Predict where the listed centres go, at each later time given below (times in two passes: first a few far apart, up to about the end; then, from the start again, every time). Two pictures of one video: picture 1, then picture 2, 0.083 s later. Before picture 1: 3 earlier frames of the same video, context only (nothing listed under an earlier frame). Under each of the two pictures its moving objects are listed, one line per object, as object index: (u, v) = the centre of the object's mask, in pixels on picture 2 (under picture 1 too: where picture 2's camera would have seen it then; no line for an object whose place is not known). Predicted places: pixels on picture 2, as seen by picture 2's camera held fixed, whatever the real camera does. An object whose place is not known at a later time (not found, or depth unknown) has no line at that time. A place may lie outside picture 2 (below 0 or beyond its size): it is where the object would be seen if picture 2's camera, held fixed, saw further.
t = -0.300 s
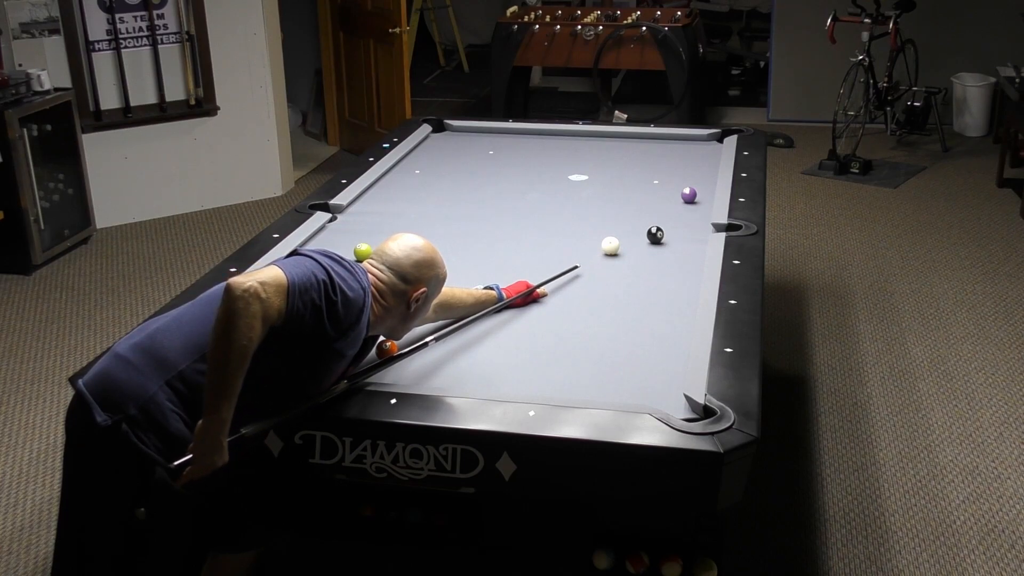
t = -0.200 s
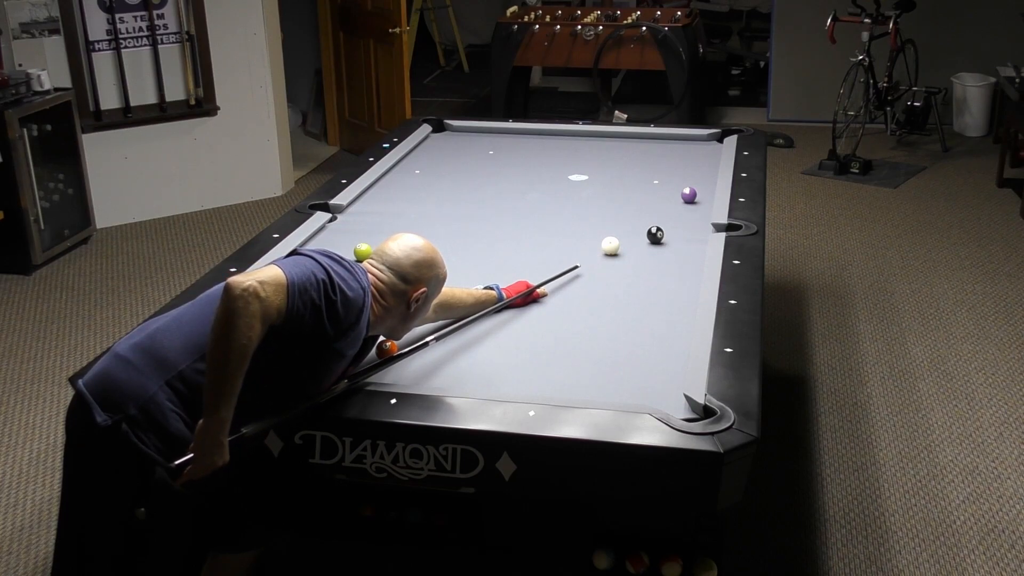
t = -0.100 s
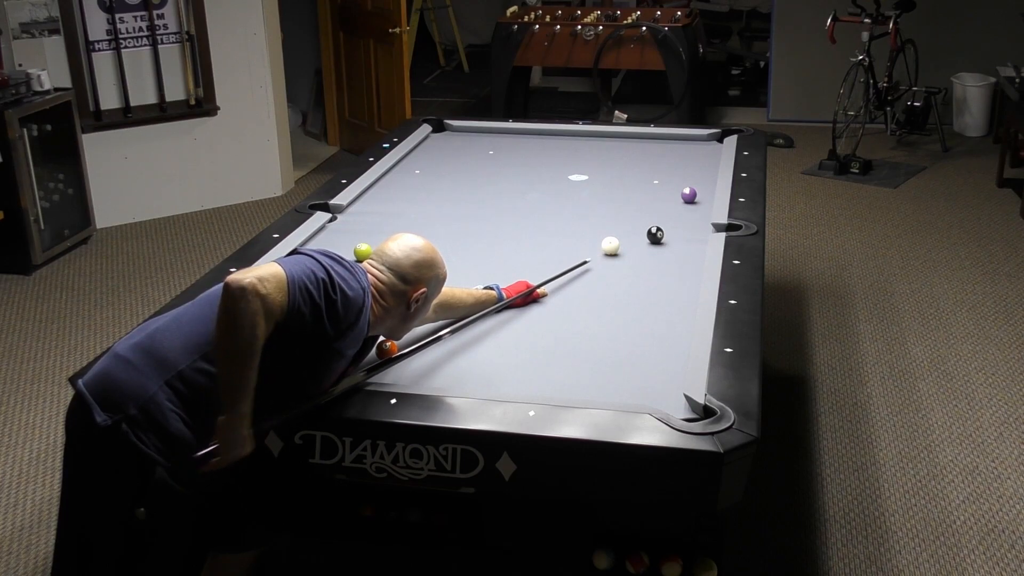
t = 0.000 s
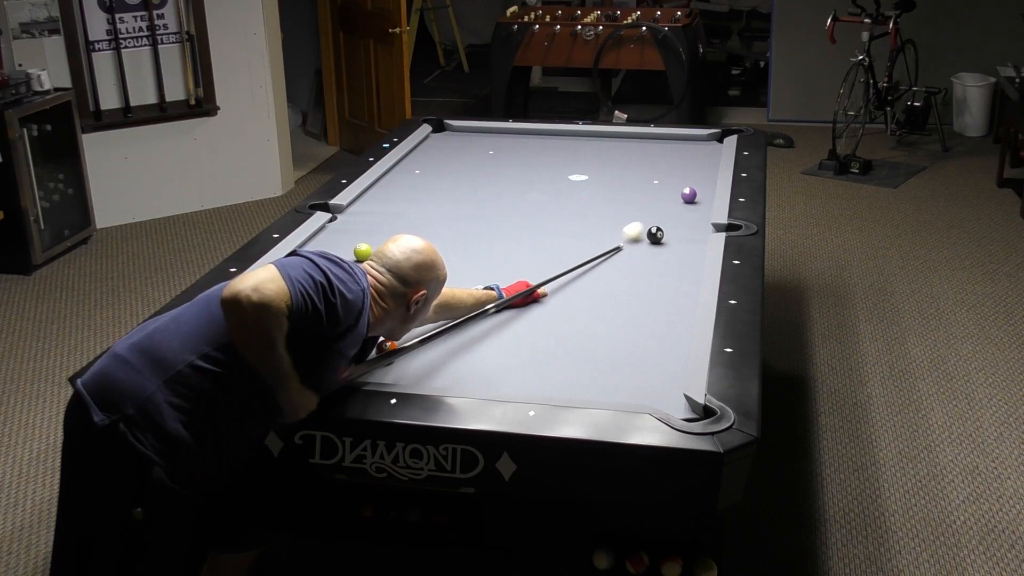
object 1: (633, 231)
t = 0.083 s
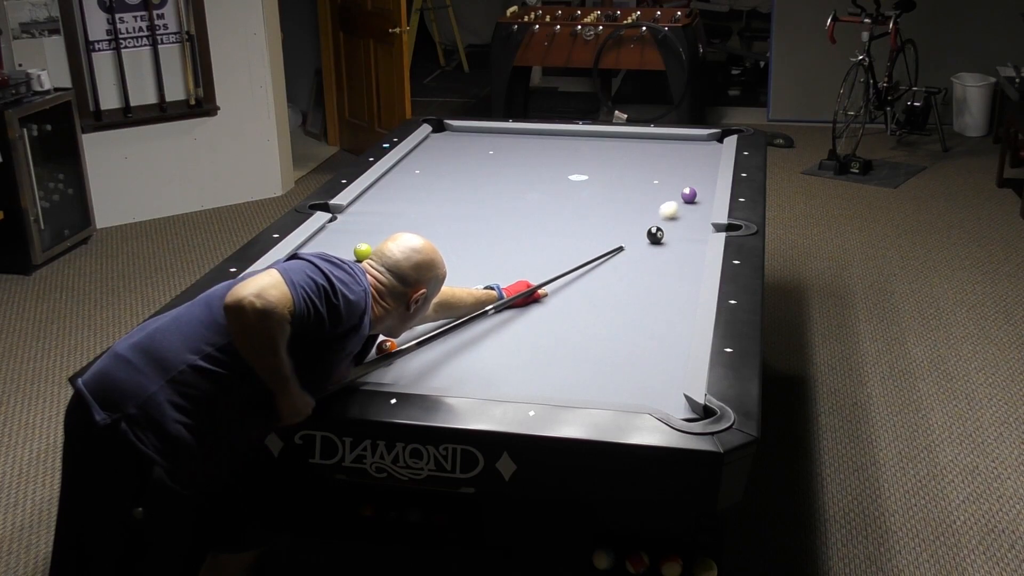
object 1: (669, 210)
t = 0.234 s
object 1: (703, 201)
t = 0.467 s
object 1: (667, 206)
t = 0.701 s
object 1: (634, 212)
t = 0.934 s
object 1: (600, 218)
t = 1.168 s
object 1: (567, 224)
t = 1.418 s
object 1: (532, 230)
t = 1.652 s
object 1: (499, 236)
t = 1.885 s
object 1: (467, 242)
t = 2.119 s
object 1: (435, 248)
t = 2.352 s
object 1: (404, 253)
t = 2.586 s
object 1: (373, 259)
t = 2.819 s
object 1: (344, 264)
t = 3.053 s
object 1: (314, 270)
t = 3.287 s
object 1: (286, 275)
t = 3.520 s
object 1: (272, 280)
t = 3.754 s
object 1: (278, 285)
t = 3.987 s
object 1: (283, 289)
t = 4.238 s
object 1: (288, 293)
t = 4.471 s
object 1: (293, 297)
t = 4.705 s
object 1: (297, 300)
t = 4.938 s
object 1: (300, 302)
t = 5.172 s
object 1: (303, 304)
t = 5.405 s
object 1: (305, 306)
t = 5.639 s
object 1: (306, 307)
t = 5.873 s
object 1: (307, 307)
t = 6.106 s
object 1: (307, 308)
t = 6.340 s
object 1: (307, 308)
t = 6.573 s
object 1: (307, 308)
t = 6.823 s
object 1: (307, 307)
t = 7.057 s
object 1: (307, 308)
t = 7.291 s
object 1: (307, 308)
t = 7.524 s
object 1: (307, 307)
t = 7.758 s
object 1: (307, 308)
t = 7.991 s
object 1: (307, 308)
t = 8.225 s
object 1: (307, 308)
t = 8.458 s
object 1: (307, 308)
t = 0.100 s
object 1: (675, 206)
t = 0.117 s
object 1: (682, 202)
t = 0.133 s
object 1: (687, 199)
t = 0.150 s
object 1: (691, 199)
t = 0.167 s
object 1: (695, 200)
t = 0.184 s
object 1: (699, 200)
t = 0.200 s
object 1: (704, 200)
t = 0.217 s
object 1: (706, 201)
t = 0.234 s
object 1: (703, 201)
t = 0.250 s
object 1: (700, 201)
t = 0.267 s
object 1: (698, 201)
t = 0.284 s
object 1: (694, 202)
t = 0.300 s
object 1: (692, 202)
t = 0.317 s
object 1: (689, 202)
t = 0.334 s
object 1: (687, 202)
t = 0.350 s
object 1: (684, 203)
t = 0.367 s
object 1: (682, 203)
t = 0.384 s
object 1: (679, 204)
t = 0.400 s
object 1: (677, 204)
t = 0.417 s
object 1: (674, 204)
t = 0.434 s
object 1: (672, 205)
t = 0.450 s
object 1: (669, 205)
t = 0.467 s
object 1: (667, 206)
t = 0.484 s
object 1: (665, 206)
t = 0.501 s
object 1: (662, 207)
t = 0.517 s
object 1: (660, 207)
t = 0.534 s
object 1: (657, 207)
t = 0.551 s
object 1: (655, 208)
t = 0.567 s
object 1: (653, 208)
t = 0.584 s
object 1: (650, 209)
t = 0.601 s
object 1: (648, 209)
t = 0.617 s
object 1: (646, 210)
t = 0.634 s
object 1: (643, 210)
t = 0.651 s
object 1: (641, 210)
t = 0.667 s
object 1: (639, 211)
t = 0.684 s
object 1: (636, 211)
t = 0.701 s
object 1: (634, 212)
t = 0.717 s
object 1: (631, 212)
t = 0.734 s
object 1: (629, 213)
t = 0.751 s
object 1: (626, 213)
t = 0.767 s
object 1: (624, 213)
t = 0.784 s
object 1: (622, 214)
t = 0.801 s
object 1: (619, 214)
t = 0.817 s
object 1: (617, 215)
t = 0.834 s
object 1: (614, 215)
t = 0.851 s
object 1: (612, 216)
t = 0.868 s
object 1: (610, 216)
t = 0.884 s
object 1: (608, 216)
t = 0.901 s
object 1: (605, 217)
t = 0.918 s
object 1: (603, 217)
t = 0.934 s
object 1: (600, 218)
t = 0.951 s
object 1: (598, 218)
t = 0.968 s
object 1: (595, 219)
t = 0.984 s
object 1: (593, 219)
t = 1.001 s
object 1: (591, 219)
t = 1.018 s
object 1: (588, 220)
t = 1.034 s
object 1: (586, 220)
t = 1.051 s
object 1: (584, 221)
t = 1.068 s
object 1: (581, 221)
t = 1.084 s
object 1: (579, 222)
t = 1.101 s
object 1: (576, 222)
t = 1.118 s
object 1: (574, 222)
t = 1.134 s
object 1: (572, 223)
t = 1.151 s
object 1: (570, 223)
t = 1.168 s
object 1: (567, 224)
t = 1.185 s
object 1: (565, 224)
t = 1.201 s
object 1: (563, 224)
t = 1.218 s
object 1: (560, 225)
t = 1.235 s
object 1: (558, 225)
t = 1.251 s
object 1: (555, 226)
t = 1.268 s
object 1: (553, 226)
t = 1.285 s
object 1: (551, 226)
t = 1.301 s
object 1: (549, 227)
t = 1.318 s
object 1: (546, 227)
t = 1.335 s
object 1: (544, 228)
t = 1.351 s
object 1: (541, 228)
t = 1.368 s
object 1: (539, 229)
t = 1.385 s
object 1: (537, 229)
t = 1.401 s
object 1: (534, 230)
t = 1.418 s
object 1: (532, 230)
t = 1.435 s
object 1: (529, 230)
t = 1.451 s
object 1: (527, 231)
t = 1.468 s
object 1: (525, 231)
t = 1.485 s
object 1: (522, 232)
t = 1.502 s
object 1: (520, 232)
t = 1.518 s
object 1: (518, 233)
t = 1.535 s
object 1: (515, 233)
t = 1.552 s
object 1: (513, 233)
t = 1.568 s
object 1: (511, 234)
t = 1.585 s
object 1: (509, 234)
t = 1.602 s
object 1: (506, 235)
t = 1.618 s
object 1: (504, 235)
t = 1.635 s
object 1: (502, 236)
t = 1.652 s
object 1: (499, 236)
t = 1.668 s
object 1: (497, 236)
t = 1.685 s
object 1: (494, 236)
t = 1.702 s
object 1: (492, 237)
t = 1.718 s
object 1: (490, 237)
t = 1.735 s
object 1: (487, 238)
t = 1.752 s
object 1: (485, 238)
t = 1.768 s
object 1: (483, 239)
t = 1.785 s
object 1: (481, 239)
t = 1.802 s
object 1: (478, 240)
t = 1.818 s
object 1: (476, 240)
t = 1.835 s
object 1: (474, 241)
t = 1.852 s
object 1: (471, 241)
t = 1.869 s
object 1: (469, 241)
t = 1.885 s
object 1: (467, 242)
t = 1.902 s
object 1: (465, 242)
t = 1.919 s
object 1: (462, 243)
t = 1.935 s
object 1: (460, 243)
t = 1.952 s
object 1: (458, 243)
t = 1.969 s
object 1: (455, 244)
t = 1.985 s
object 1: (453, 244)
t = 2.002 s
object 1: (451, 245)
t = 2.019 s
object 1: (449, 245)
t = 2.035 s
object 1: (446, 246)
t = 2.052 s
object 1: (444, 246)
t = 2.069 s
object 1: (442, 246)
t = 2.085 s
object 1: (440, 247)
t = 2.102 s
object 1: (437, 247)
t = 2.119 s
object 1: (435, 248)
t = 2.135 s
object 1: (433, 248)
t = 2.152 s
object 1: (431, 248)
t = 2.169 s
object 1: (428, 249)
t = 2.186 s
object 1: (426, 249)
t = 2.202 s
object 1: (424, 250)
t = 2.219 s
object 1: (422, 250)
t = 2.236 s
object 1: (419, 250)
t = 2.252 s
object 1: (417, 250)
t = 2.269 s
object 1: (415, 251)
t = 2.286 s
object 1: (413, 252)
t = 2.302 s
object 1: (411, 252)
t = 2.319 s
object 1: (408, 252)
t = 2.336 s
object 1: (406, 253)
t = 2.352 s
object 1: (404, 253)
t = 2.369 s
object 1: (402, 254)
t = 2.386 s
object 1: (399, 254)
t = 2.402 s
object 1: (397, 255)
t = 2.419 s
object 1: (395, 255)
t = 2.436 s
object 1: (393, 255)
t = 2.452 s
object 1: (391, 256)
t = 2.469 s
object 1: (388, 256)
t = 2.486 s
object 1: (386, 257)
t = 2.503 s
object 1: (384, 257)
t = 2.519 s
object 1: (382, 257)
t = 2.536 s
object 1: (380, 258)
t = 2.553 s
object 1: (378, 258)
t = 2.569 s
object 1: (375, 259)
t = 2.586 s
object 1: (373, 259)
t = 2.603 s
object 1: (371, 259)
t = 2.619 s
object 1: (369, 260)
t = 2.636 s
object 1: (367, 260)
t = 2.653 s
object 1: (365, 260)
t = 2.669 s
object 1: (363, 261)
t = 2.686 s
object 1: (360, 261)
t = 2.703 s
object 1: (358, 262)
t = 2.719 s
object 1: (356, 262)
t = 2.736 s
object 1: (354, 262)
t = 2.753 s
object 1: (352, 263)
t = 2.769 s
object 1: (350, 263)
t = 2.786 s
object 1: (348, 263)
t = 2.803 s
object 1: (346, 264)
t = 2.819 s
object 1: (344, 264)
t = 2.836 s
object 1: (342, 265)
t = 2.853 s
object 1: (339, 265)
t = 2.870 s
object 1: (337, 265)
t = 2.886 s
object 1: (335, 266)
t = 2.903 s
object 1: (333, 266)
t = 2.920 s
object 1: (331, 267)
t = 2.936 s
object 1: (329, 267)
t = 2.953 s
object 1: (327, 267)
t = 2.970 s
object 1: (325, 268)
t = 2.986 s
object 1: (323, 268)
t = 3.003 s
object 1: (321, 269)
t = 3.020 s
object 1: (318, 269)
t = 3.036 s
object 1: (316, 269)
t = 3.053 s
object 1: (314, 270)
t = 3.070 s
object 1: (312, 270)
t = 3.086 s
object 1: (310, 271)
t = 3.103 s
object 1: (309, 271)
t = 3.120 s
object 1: (306, 271)
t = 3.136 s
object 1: (304, 272)
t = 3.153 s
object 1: (302, 272)
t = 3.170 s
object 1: (300, 272)
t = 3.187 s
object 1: (298, 273)
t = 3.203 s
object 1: (296, 273)
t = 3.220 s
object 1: (294, 274)
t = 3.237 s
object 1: (292, 274)
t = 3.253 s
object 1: (290, 274)
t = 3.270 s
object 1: (288, 275)
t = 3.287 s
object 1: (286, 275)
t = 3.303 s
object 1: (284, 275)
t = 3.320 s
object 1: (282, 276)
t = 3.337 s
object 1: (280, 276)
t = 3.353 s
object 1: (278, 277)
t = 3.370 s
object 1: (276, 277)
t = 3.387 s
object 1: (274, 277)
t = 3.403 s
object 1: (272, 278)
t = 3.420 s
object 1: (270, 278)
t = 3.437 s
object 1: (271, 278)
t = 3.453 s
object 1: (271, 279)
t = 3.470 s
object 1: (271, 279)
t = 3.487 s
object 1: (272, 279)
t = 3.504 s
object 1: (272, 280)
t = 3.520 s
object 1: (272, 280)
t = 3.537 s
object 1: (273, 280)
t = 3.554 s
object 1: (273, 281)
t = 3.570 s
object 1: (274, 281)
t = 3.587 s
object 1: (274, 282)
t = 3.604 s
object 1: (274, 282)
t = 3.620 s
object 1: (275, 282)
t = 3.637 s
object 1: (275, 283)
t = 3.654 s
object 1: (276, 283)
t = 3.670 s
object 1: (276, 283)
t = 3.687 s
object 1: (277, 284)
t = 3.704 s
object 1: (277, 284)
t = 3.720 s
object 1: (277, 284)
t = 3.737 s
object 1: (278, 284)
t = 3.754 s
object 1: (278, 285)
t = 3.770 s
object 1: (279, 285)
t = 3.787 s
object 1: (279, 286)
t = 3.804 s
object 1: (279, 286)
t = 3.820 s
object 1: (280, 286)
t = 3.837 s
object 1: (280, 286)
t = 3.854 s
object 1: (280, 287)
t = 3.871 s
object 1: (281, 287)
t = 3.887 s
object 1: (281, 288)
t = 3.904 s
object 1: (281, 288)
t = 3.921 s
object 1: (282, 288)
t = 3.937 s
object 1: (282, 288)
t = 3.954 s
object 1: (283, 288)
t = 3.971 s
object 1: (283, 289)
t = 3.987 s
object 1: (283, 289)
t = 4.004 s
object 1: (284, 290)
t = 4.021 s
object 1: (284, 290)
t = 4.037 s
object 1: (284, 290)
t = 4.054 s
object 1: (285, 290)
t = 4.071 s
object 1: (285, 291)
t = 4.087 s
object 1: (285, 291)
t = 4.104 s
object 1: (286, 291)
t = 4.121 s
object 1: (286, 292)
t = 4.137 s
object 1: (286, 292)
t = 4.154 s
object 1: (287, 292)
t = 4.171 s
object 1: (287, 292)
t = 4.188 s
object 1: (287, 293)
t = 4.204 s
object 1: (288, 293)
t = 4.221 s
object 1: (288, 293)
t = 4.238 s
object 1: (288, 293)
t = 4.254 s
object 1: (289, 294)
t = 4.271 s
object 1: (289, 294)
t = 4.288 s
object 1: (289, 294)
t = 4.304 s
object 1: (290, 294)
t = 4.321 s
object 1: (290, 295)
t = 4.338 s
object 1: (290, 295)
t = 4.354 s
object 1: (291, 295)
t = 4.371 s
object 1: (291, 295)
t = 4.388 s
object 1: (291, 296)
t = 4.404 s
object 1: (292, 296)
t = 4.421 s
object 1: (292, 296)
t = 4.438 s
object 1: (292, 296)
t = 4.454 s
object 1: (292, 297)
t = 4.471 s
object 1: (293, 297)
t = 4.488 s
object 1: (293, 297)
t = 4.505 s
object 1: (293, 297)
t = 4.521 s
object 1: (294, 297)
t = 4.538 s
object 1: (294, 298)
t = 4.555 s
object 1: (294, 298)
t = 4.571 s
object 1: (294, 298)
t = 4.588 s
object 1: (295, 298)
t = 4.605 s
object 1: (295, 298)
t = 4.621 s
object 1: (295, 298)
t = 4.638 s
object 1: (296, 299)
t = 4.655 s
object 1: (296, 299)
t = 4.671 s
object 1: (296, 299)
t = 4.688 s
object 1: (296, 299)
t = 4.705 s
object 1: (297, 300)
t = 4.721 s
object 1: (297, 300)
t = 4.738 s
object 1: (297, 300)
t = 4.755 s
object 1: (297, 300)
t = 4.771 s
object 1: (298, 300)
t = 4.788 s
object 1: (298, 301)
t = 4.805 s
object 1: (298, 300)
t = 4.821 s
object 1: (298, 301)
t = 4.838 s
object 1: (299, 301)
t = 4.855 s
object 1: (299, 301)
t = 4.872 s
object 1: (299, 301)
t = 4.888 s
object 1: (299, 301)
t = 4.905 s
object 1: (300, 302)
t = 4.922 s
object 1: (300, 302)
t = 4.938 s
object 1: (300, 302)
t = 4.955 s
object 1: (300, 302)
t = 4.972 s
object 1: (300, 302)
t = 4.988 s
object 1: (301, 303)
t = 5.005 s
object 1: (301, 303)
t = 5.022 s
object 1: (301, 303)
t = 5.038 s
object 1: (301, 303)
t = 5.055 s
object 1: (301, 303)
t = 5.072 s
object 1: (302, 303)
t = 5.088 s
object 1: (302, 304)
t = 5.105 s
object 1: (302, 304)
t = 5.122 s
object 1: (302, 304)
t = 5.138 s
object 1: (302, 304)
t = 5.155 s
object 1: (303, 304)
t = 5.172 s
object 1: (303, 304)
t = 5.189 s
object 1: (303, 304)
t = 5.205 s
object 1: (303, 305)
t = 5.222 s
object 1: (303, 305)
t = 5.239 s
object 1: (303, 305)
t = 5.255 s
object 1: (303, 305)
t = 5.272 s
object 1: (304, 305)
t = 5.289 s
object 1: (304, 305)
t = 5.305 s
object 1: (304, 305)
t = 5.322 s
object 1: (304, 305)
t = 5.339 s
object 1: (304, 305)
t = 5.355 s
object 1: (304, 305)
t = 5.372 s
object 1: (304, 305)
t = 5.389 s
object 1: (305, 305)
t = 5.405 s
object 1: (305, 306)
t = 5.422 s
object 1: (305, 306)
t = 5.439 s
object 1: (305, 306)
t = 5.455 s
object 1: (305, 306)
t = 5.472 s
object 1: (305, 306)
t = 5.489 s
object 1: (305, 306)
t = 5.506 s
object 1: (305, 306)
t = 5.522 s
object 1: (305, 306)
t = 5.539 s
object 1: (305, 306)
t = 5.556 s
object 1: (305, 306)
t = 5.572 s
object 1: (306, 307)
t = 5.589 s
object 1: (306, 307)
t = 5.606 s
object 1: (306, 307)
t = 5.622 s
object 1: (306, 307)
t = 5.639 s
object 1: (306, 307)
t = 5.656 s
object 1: (306, 307)
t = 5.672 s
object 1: (306, 307)
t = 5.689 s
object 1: (306, 307)
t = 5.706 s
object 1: (306, 307)
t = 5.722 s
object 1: (306, 307)
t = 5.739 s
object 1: (306, 307)
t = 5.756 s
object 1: (306, 307)
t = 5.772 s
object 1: (306, 307)
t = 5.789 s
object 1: (307, 307)
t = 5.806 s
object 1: (307, 307)
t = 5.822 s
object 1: (307, 307)
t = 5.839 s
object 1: (307, 307)
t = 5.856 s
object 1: (307, 307)
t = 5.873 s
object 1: (307, 307)
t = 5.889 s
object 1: (307, 307)
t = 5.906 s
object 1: (307, 307)
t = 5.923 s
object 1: (307, 308)
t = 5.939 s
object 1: (307, 307)
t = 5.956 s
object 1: (307, 308)
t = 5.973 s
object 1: (307, 308)
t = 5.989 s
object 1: (307, 308)
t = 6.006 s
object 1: (307, 308)
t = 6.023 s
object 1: (307, 308)
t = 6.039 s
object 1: (307, 308)
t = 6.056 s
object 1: (307, 308)
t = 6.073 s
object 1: (307, 308)
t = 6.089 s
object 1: (307, 308)
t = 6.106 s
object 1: (307, 308)
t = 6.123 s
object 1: (307, 308)
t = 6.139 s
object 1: (307, 308)
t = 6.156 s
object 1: (307, 308)
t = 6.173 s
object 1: (307, 308)
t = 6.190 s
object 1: (307, 308)
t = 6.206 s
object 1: (307, 308)
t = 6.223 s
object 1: (307, 307)
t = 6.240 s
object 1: (307, 308)
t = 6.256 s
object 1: (307, 308)
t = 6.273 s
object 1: (307, 308)
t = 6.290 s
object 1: (307, 308)
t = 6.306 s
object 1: (307, 308)
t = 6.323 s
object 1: (307, 308)
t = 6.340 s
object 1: (307, 308)
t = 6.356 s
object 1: (307, 308)
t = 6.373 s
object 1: (307, 308)
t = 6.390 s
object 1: (307, 308)
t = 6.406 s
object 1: (307, 308)
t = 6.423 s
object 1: (307, 308)
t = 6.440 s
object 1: (307, 308)
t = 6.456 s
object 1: (307, 307)
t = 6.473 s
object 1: (307, 308)
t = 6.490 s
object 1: (307, 308)
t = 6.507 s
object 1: (307, 308)
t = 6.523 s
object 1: (307, 308)
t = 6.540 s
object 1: (307, 307)
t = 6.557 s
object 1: (307, 308)
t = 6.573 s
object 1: (307, 308)
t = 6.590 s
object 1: (307, 307)
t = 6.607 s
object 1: (307, 308)
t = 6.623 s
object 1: (307, 307)
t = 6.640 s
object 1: (307, 308)
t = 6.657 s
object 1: (307, 307)
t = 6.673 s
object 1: (307, 307)
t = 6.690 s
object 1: (307, 308)
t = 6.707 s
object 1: (307, 308)
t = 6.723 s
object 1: (307, 308)
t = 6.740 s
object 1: (307, 308)
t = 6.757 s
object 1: (307, 308)
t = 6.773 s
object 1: (307, 308)
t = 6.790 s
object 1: (307, 307)
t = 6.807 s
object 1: (307, 307)
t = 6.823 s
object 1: (307, 307)
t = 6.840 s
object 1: (307, 307)
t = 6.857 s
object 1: (307, 307)
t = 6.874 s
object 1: (307, 308)
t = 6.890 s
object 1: (307, 308)
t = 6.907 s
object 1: (307, 308)
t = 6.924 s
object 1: (307, 307)
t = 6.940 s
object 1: (307, 308)
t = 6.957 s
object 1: (307, 308)
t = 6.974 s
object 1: (307, 307)
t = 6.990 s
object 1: (307, 308)
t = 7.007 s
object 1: (307, 308)
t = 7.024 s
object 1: (307, 308)
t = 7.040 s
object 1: (307, 308)
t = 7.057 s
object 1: (307, 308)
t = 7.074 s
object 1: (307, 308)
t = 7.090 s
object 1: (307, 307)
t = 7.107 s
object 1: (307, 307)
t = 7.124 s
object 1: (307, 307)
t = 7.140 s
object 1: (307, 307)
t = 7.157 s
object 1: (307, 307)
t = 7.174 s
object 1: (307, 308)
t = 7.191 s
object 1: (307, 307)
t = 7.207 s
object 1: (307, 308)
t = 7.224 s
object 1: (307, 307)
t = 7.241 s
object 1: (307, 308)
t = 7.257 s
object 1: (307, 308)
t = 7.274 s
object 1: (307, 307)
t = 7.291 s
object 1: (307, 308)
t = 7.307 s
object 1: (307, 308)
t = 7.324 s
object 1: (307, 308)
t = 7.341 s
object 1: (307, 308)
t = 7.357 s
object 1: (307, 308)
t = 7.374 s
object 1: (307, 308)
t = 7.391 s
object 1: (307, 308)
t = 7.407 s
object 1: (307, 308)
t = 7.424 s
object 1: (307, 308)
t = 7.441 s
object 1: (307, 308)
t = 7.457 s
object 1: (307, 308)
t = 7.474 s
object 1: (307, 307)
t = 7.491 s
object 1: (307, 307)
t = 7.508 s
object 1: (307, 307)
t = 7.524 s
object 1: (307, 307)
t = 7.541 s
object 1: (307, 307)
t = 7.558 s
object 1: (307, 308)
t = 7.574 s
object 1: (307, 308)
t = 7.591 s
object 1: (307, 308)
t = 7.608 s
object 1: (307, 308)
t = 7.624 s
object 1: (307, 308)
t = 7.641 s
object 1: (307, 308)
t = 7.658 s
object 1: (307, 307)
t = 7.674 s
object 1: (307, 307)
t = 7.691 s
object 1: (307, 308)
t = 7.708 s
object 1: (307, 308)
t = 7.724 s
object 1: (307, 307)
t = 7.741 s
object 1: (307, 308)
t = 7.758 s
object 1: (307, 308)
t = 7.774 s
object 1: (307, 308)
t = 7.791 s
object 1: (307, 308)
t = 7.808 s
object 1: (307, 308)
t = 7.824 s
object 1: (307, 308)
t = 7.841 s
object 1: (307, 308)
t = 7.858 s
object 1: (307, 308)
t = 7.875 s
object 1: (307, 307)
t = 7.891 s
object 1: (307, 307)
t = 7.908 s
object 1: (307, 308)
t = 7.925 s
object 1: (307, 308)
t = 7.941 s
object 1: (307, 308)
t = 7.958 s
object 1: (307, 308)
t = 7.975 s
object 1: (307, 308)
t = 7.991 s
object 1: (307, 308)
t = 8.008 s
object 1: (307, 307)
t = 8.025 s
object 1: (307, 308)
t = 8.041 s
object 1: (307, 307)
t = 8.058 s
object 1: (307, 307)
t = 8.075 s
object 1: (307, 308)
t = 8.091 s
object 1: (307, 308)
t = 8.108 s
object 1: (307, 308)
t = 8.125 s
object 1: (307, 308)
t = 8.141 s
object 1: (307, 308)
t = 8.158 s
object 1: (307, 308)
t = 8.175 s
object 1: (307, 308)
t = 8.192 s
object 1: (307, 308)
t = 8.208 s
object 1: (307, 308)
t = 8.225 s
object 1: (307, 308)
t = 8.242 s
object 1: (307, 308)
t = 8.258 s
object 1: (307, 308)
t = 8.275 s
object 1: (307, 308)
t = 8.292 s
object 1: (307, 308)
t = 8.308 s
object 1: (307, 308)
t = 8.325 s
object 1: (307, 308)
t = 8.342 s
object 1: (307, 308)
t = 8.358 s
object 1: (307, 308)
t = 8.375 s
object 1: (307, 308)
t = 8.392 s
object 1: (307, 308)
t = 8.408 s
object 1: (307, 308)
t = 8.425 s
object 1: (307, 308)
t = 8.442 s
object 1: (307, 308)
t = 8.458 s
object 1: (307, 308)
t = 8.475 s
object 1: (307, 308)
